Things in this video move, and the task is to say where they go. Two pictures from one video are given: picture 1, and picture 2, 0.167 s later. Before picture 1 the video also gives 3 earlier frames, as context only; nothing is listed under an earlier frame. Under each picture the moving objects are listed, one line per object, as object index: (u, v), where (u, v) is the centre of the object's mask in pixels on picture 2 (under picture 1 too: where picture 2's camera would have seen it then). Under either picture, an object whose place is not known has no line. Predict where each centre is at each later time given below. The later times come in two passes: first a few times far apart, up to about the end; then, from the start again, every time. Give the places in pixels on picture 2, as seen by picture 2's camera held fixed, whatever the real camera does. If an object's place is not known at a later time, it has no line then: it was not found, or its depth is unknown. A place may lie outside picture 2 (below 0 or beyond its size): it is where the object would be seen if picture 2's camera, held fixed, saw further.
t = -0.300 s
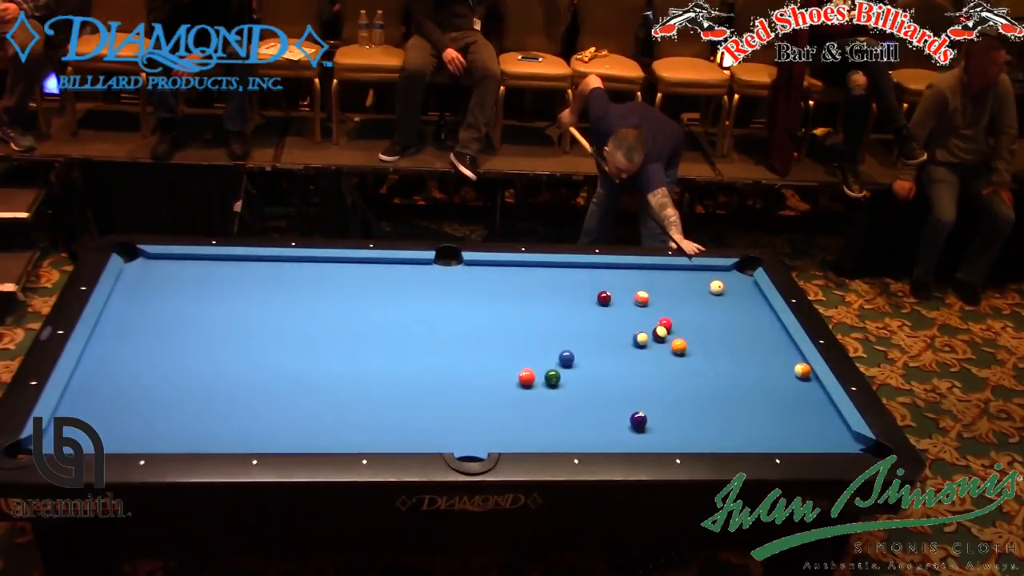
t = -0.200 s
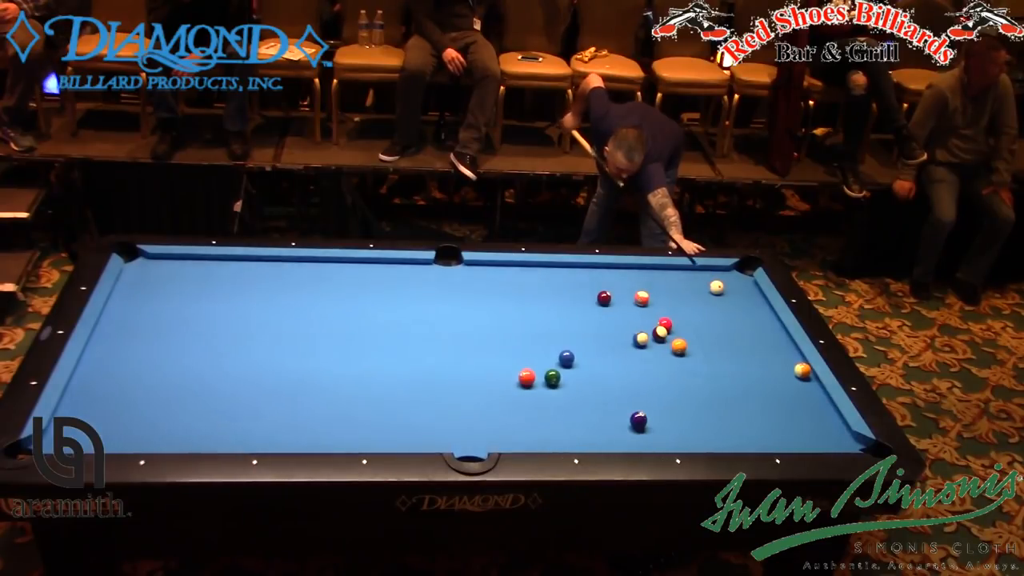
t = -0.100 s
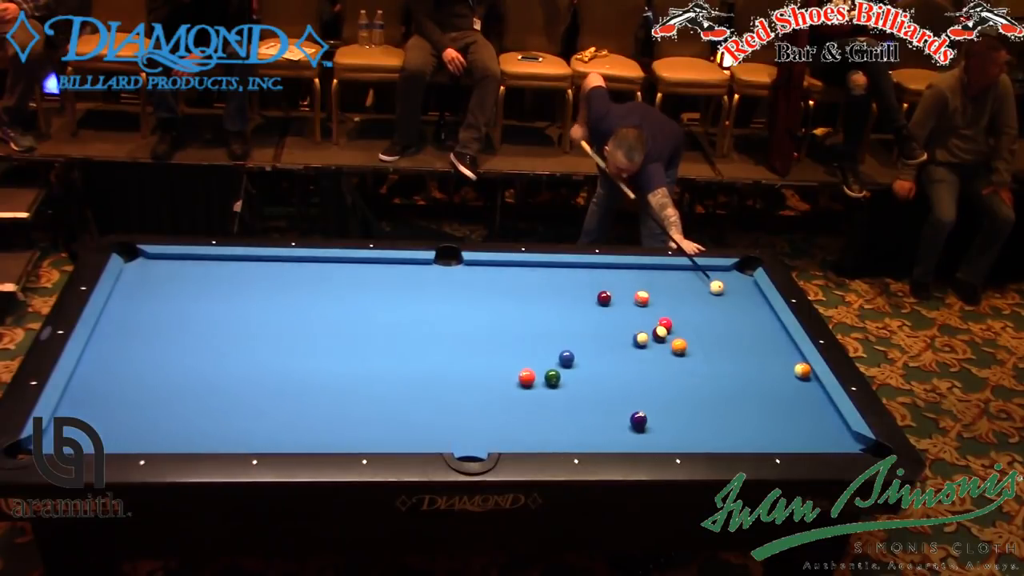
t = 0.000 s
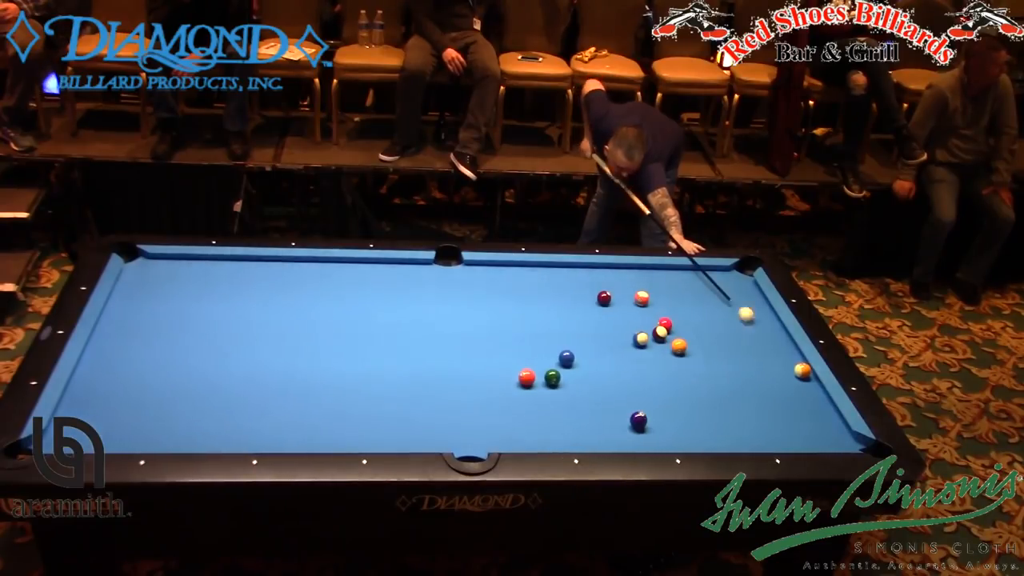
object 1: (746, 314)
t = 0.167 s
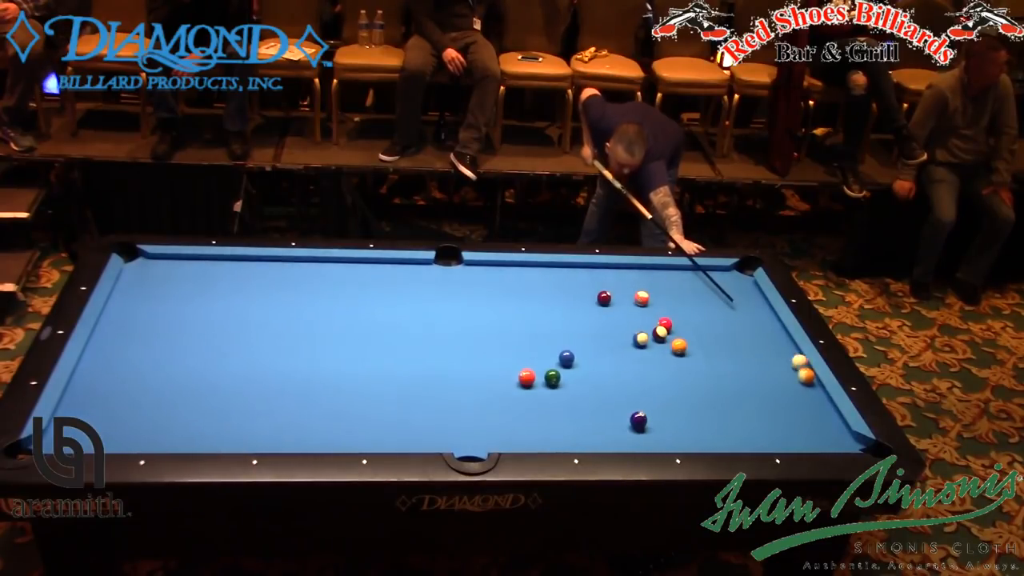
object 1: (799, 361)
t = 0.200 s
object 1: (799, 362)
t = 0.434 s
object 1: (786, 373)
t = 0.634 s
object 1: (781, 388)
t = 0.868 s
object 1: (774, 406)
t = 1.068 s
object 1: (769, 421)
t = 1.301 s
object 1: (763, 437)
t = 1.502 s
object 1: (747, 434)
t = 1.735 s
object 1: (729, 424)
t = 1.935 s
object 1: (715, 416)
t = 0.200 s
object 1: (799, 362)
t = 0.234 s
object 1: (796, 363)
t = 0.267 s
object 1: (793, 364)
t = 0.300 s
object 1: (791, 365)
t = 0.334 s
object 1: (789, 367)
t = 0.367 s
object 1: (788, 369)
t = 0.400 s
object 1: (787, 371)
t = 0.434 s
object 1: (786, 373)
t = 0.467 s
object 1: (785, 376)
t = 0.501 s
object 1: (784, 379)
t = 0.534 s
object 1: (783, 381)
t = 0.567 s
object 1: (782, 383)
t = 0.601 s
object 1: (781, 386)
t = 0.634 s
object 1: (781, 388)
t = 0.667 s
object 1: (780, 391)
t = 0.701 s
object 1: (779, 393)
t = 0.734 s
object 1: (778, 396)
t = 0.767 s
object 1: (777, 398)
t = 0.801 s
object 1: (776, 401)
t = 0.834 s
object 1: (775, 403)
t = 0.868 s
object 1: (774, 406)
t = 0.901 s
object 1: (773, 408)
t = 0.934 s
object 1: (772, 411)
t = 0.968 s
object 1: (772, 413)
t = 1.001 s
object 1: (771, 416)
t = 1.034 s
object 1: (770, 419)
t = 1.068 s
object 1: (769, 421)
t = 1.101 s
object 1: (768, 424)
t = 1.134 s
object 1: (767, 426)
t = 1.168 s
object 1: (766, 429)
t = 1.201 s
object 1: (765, 431)
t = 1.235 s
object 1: (764, 434)
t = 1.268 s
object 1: (763, 435)
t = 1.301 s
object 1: (763, 437)
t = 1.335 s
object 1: (762, 439)
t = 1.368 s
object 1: (759, 437)
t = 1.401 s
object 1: (756, 436)
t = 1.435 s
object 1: (753, 436)
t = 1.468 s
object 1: (750, 435)
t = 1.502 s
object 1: (747, 434)
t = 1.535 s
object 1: (745, 432)
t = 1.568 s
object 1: (742, 431)
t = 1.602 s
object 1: (739, 429)
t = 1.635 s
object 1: (737, 428)
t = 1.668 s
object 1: (734, 427)
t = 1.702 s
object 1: (732, 425)
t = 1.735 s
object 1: (729, 424)
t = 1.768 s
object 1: (727, 422)
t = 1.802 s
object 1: (724, 421)
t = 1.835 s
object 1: (722, 420)
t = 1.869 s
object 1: (720, 419)
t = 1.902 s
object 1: (717, 417)
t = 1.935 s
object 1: (715, 416)
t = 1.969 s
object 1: (713, 415)
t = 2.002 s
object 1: (710, 414)
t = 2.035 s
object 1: (708, 412)
